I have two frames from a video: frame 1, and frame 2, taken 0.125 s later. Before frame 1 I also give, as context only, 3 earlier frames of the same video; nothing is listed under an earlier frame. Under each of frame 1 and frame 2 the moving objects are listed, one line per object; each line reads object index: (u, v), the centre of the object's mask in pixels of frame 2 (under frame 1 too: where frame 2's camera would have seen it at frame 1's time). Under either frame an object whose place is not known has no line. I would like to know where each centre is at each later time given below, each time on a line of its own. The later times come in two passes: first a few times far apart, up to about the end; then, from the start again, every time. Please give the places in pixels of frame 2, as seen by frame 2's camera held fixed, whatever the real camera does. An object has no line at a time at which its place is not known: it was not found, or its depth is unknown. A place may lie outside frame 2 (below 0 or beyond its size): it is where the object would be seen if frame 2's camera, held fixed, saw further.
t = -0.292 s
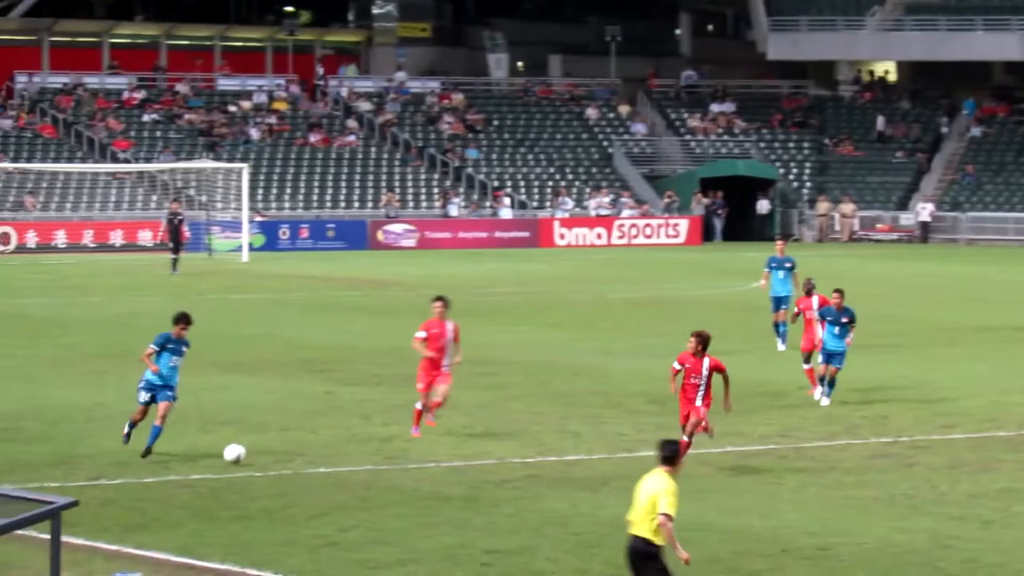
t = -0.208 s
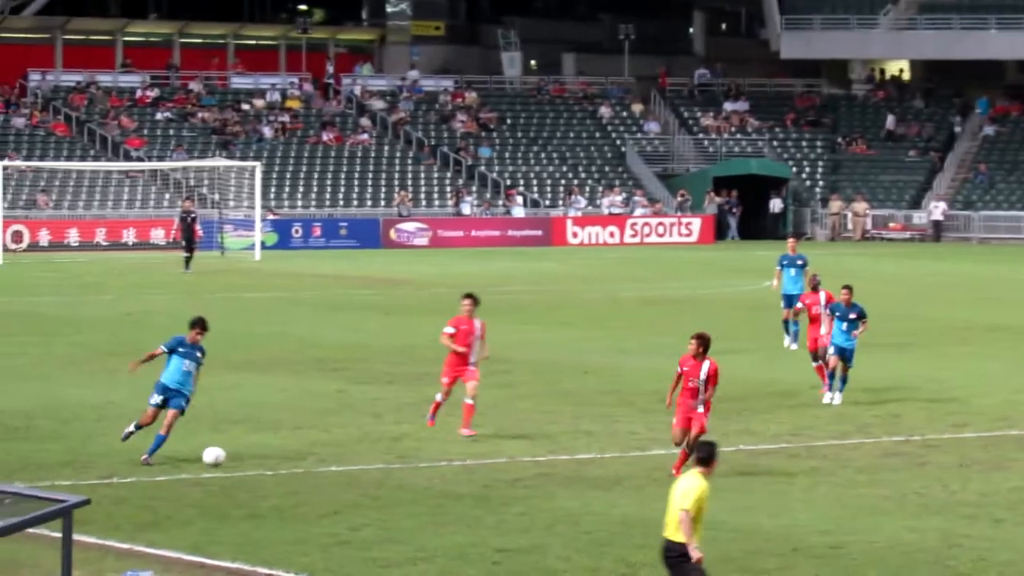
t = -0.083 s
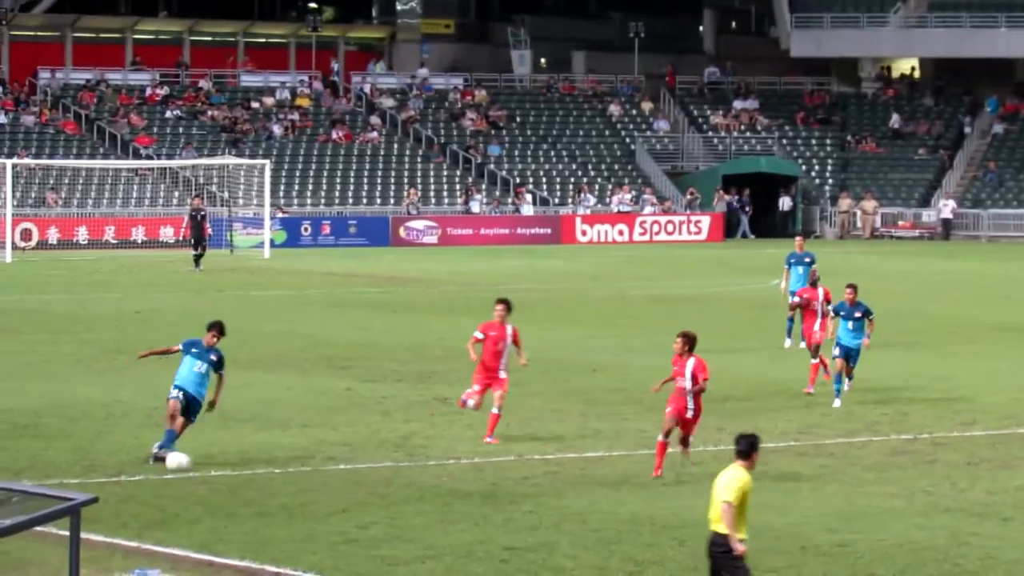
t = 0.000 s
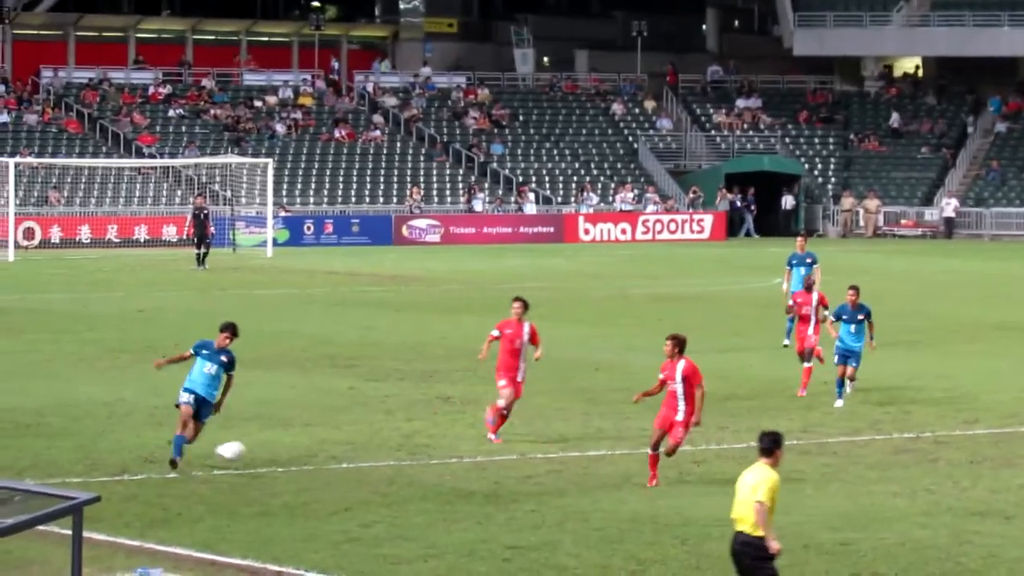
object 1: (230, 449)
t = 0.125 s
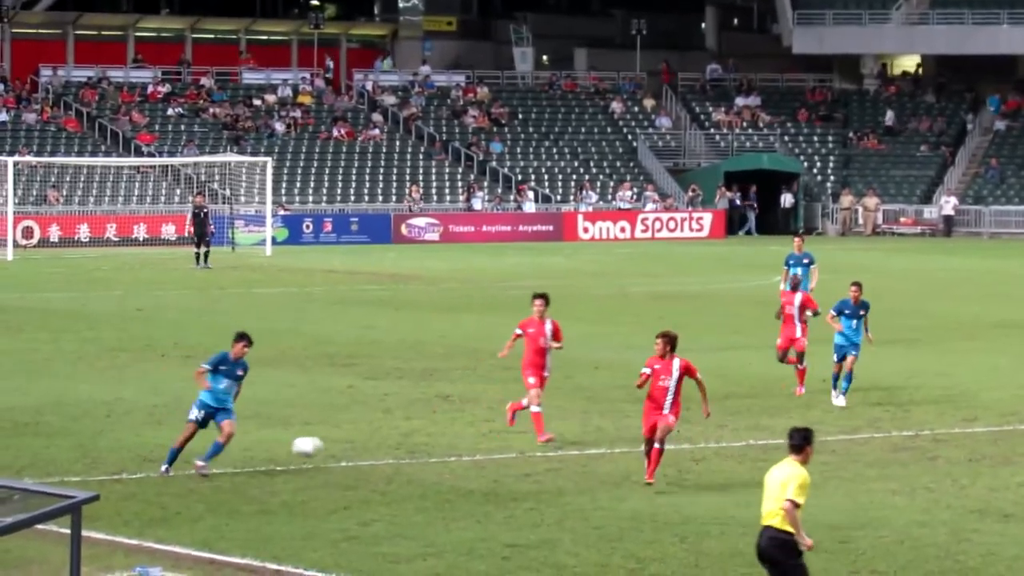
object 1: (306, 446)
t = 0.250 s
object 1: (387, 460)
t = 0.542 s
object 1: (564, 506)
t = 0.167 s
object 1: (334, 449)
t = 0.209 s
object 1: (360, 454)
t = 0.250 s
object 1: (387, 460)
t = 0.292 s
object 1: (415, 469)
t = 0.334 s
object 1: (442, 481)
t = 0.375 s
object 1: (470, 495)
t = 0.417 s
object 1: (498, 507)
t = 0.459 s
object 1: (520, 505)
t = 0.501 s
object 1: (541, 504)
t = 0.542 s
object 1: (564, 506)
